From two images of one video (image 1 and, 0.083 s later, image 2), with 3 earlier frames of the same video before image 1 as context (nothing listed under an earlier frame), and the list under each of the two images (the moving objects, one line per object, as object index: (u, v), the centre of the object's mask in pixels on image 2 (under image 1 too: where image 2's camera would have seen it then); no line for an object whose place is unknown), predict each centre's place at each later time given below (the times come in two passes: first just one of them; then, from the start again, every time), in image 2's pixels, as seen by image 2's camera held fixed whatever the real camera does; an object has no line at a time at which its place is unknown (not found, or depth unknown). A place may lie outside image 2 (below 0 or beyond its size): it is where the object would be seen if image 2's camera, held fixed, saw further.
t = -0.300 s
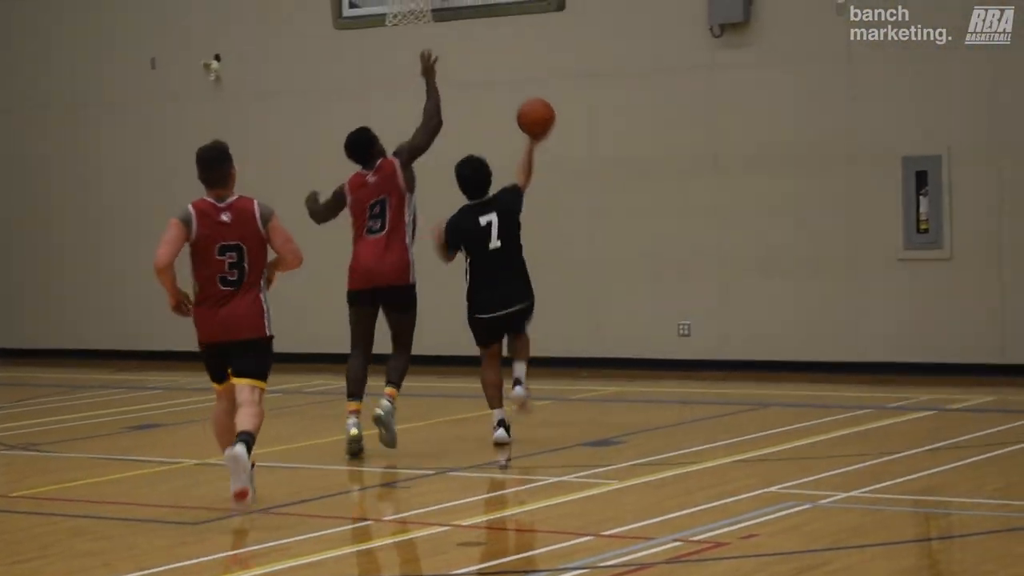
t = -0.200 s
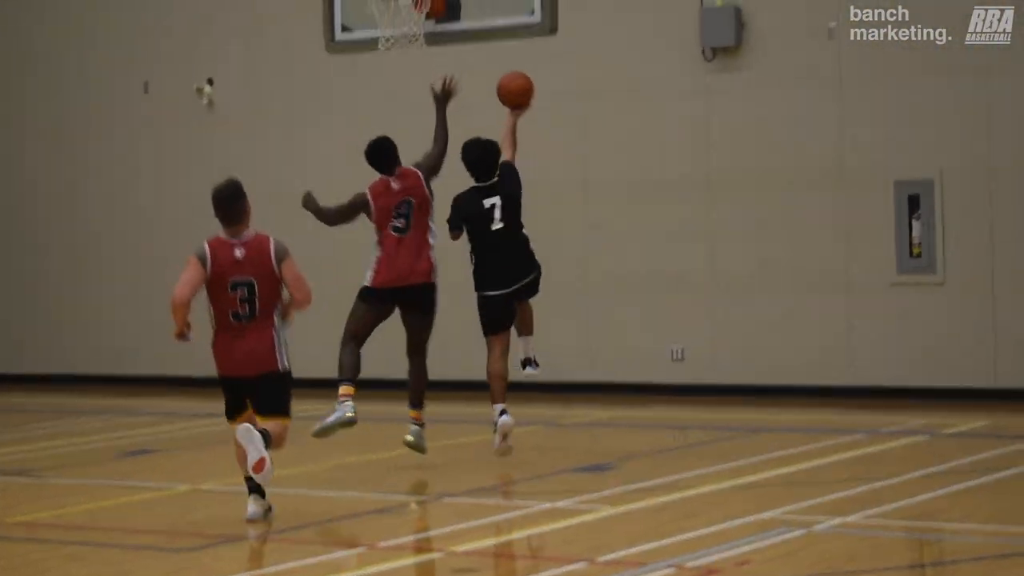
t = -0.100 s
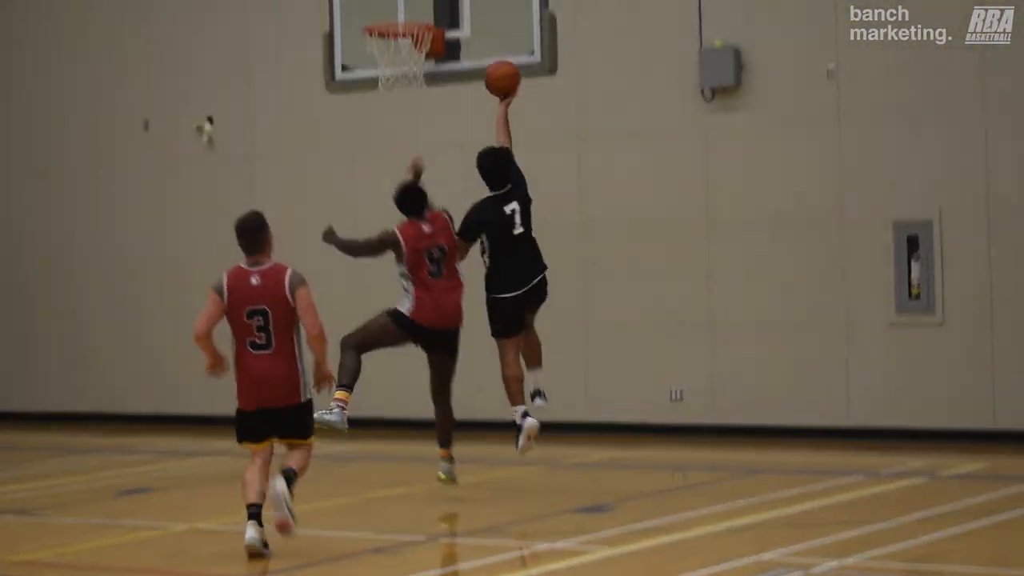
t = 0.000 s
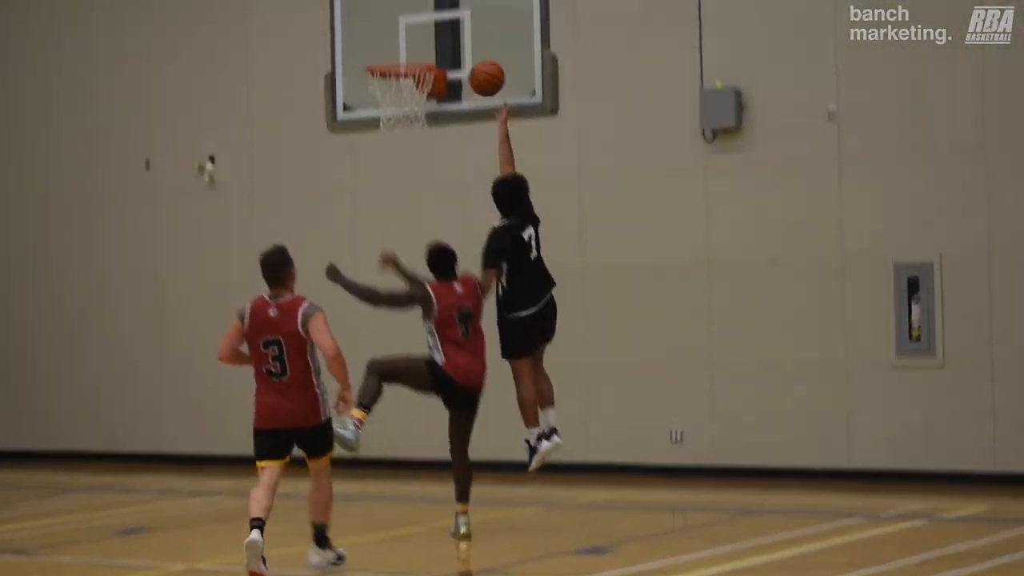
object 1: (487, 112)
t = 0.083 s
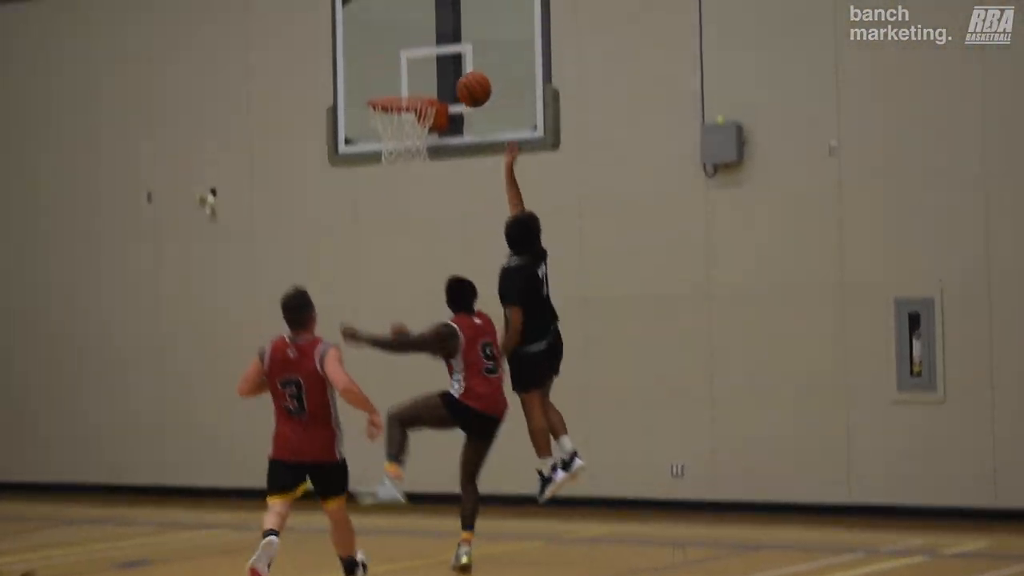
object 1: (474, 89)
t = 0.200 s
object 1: (452, 74)
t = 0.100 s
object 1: (472, 86)
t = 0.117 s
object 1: (469, 84)
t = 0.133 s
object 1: (466, 81)
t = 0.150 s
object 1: (463, 78)
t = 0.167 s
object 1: (459, 77)
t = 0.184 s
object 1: (455, 76)
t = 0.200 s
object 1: (452, 74)
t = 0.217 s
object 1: (448, 75)
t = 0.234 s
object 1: (445, 75)
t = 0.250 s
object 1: (440, 75)
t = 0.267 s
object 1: (437, 74)
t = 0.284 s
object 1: (434, 73)
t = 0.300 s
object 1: (429, 76)
